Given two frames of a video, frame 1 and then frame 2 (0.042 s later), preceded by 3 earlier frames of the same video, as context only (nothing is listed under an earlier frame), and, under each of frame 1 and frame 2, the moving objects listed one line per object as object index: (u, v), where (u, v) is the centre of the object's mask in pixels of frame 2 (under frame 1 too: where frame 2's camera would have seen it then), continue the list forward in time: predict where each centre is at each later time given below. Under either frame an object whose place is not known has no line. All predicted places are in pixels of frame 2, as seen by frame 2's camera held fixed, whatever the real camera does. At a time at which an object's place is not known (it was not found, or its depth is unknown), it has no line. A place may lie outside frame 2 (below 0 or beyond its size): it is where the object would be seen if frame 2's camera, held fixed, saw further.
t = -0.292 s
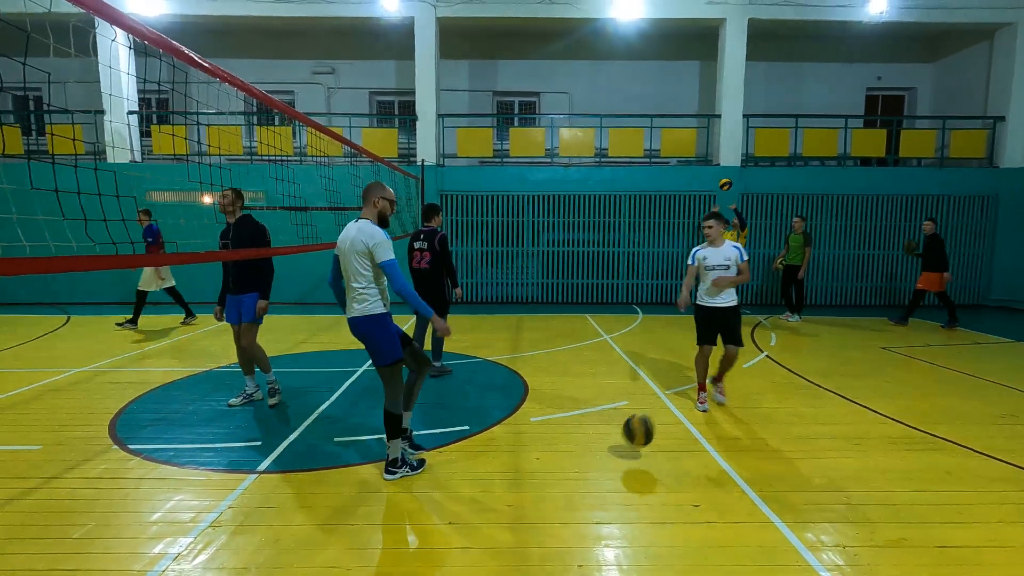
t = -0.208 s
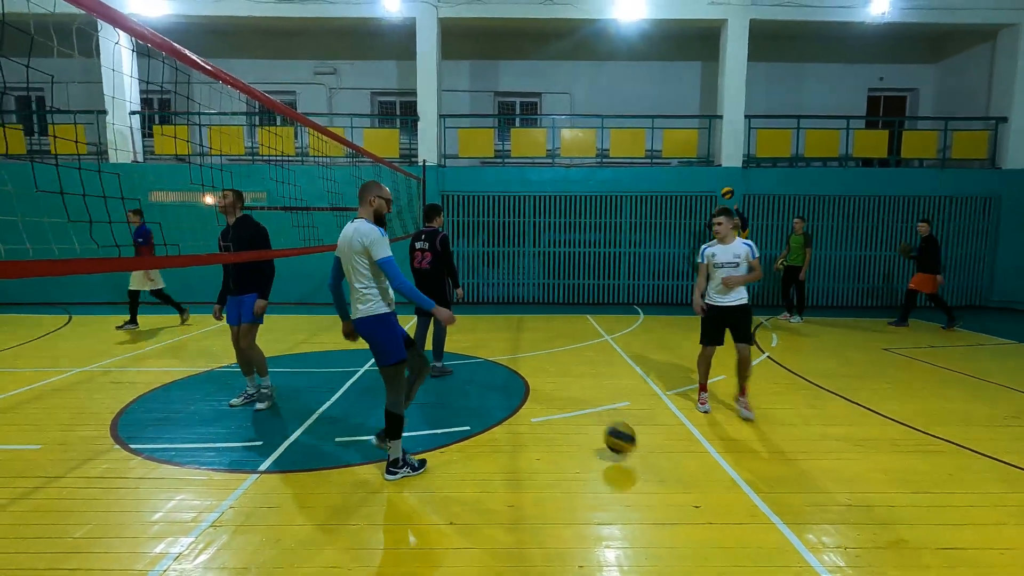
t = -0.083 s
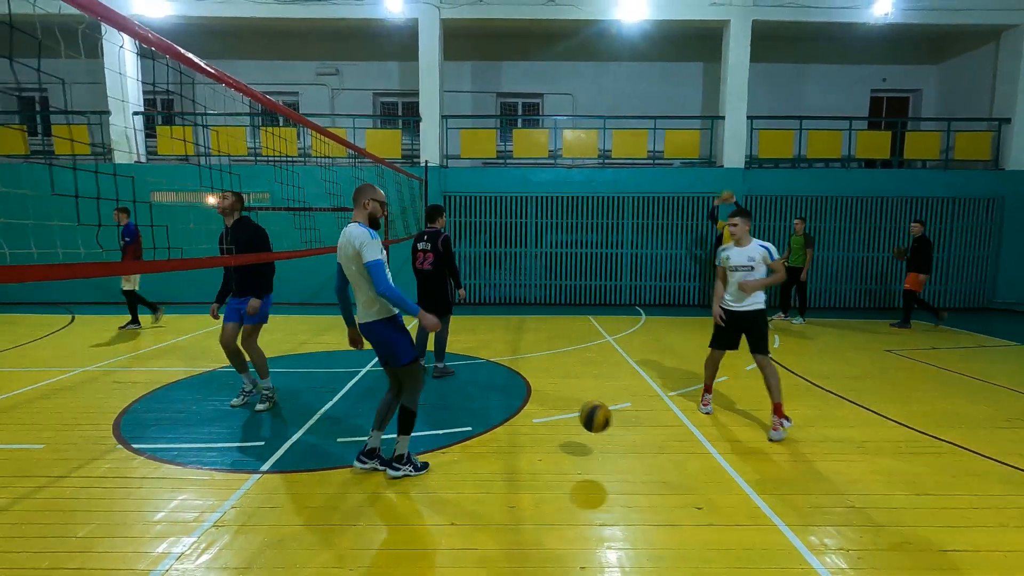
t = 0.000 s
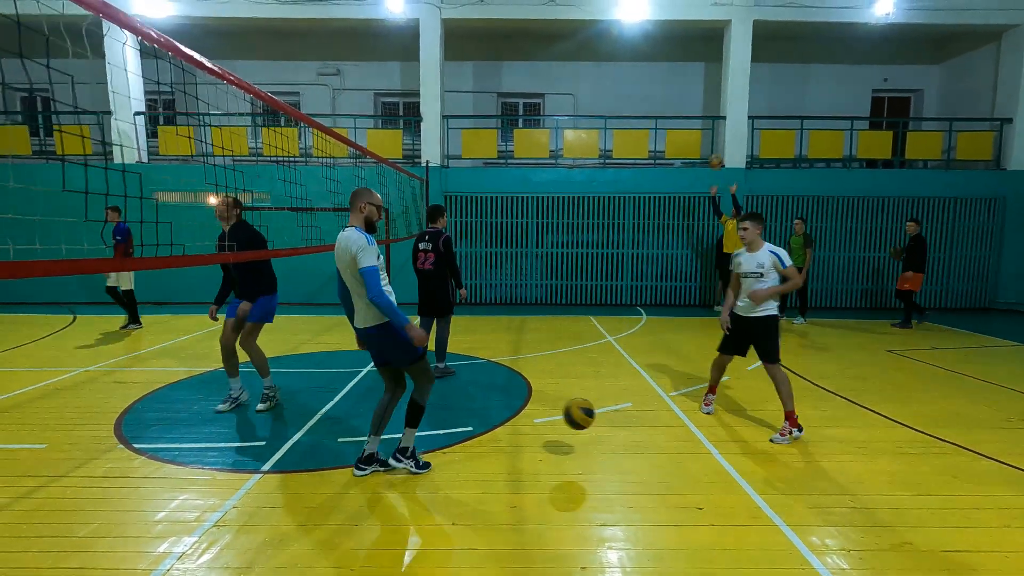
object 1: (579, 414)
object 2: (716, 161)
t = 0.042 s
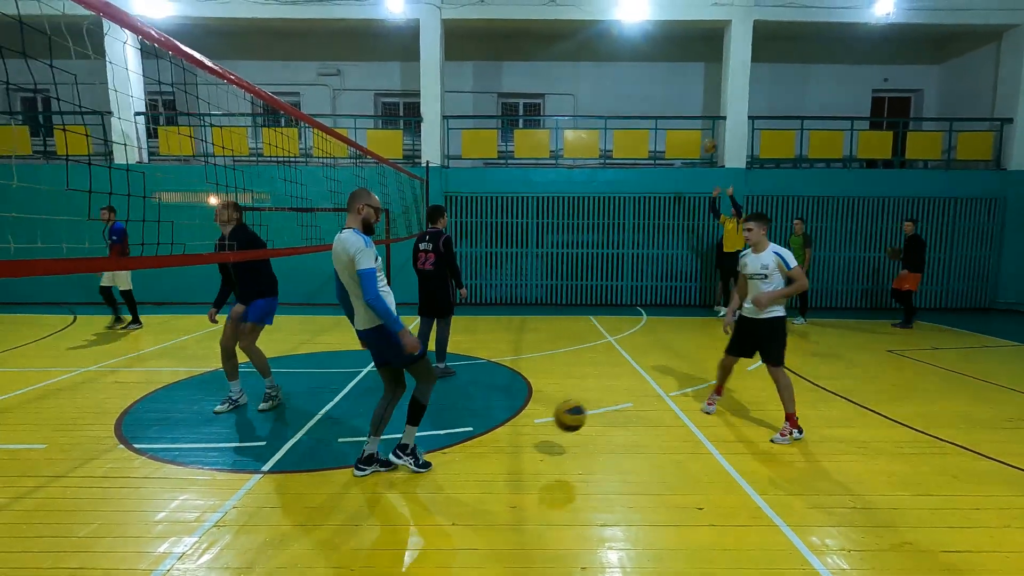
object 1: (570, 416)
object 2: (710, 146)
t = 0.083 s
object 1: (560, 421)
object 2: (703, 131)
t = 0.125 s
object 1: (551, 427)
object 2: (696, 117)
